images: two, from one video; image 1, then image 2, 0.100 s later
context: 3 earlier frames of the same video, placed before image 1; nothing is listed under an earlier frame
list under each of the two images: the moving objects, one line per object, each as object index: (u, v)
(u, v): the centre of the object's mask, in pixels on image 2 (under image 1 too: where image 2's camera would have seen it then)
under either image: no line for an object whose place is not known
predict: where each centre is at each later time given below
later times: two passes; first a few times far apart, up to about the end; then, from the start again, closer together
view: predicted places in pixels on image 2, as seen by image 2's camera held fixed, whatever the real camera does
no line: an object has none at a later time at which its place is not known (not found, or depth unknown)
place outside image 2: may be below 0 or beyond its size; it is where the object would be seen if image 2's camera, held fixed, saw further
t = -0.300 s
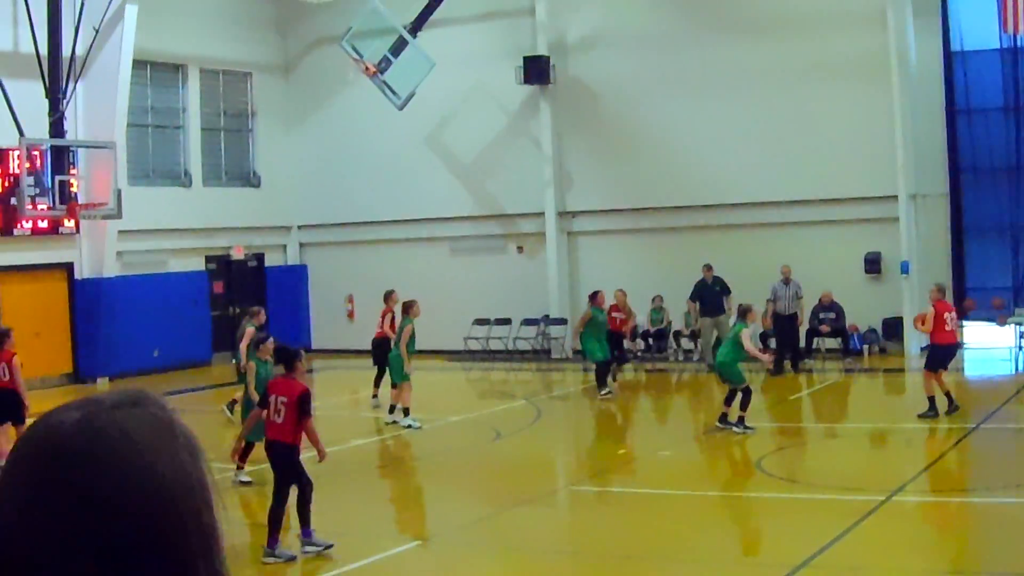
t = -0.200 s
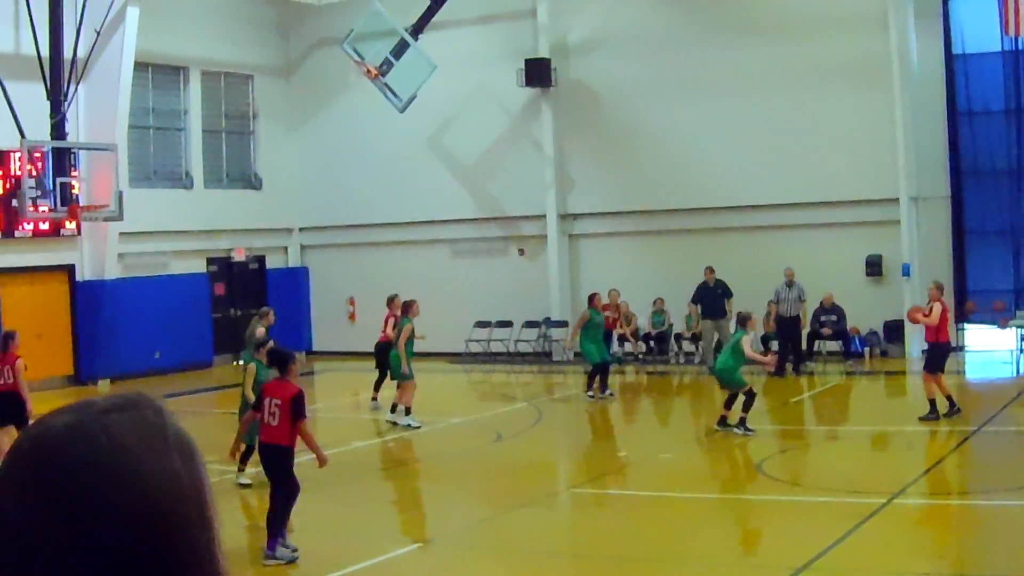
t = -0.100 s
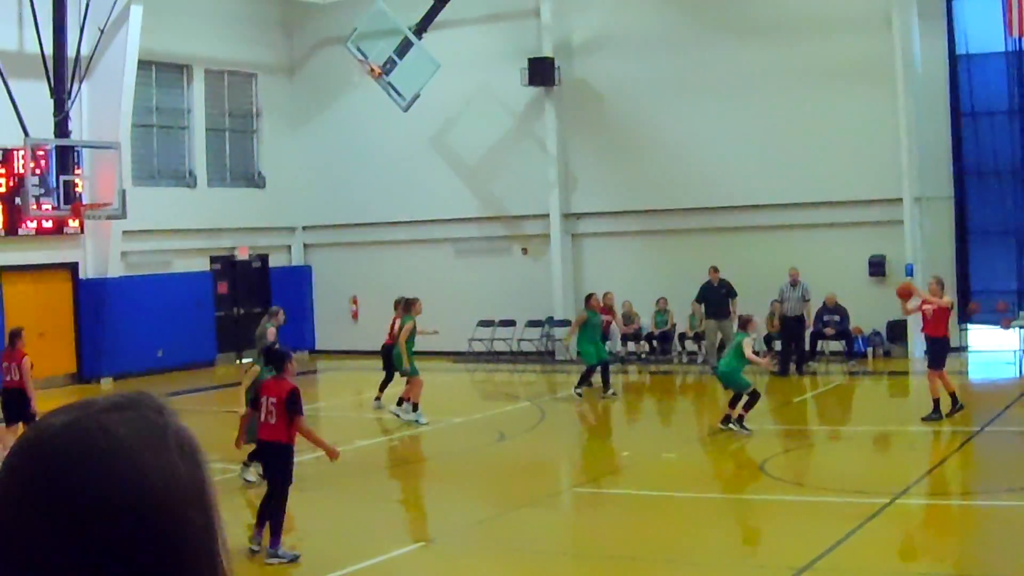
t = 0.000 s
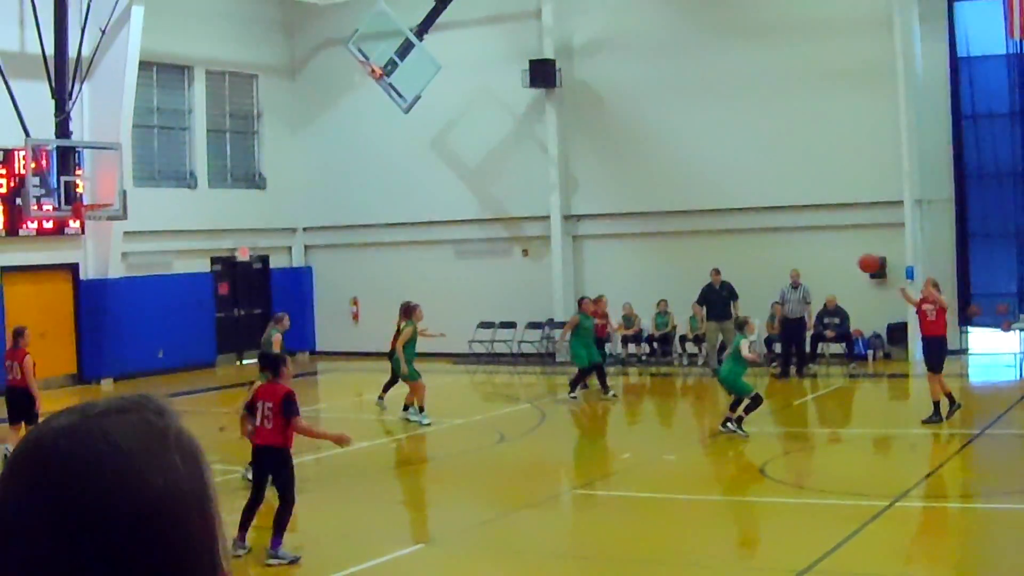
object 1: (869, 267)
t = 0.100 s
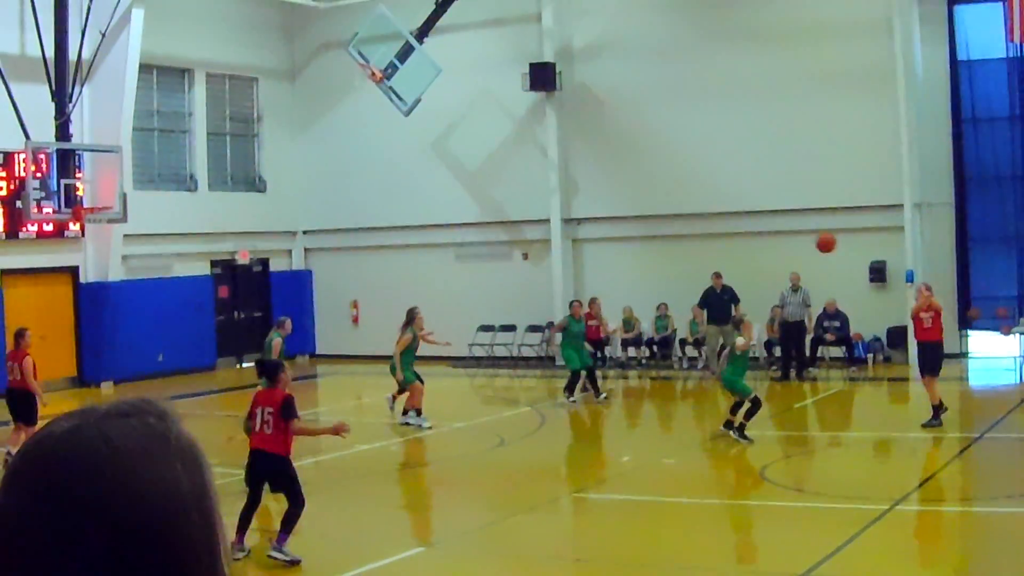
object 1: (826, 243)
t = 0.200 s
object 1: (781, 226)
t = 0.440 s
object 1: (656, 220)
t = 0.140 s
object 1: (808, 236)
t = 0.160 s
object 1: (799, 233)
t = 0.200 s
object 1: (781, 226)
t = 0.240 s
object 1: (762, 222)
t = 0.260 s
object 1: (752, 221)
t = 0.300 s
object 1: (732, 218)
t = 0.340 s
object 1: (711, 217)
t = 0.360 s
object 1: (701, 216)
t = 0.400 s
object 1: (679, 218)
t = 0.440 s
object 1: (656, 220)
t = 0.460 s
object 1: (645, 222)
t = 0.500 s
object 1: (620, 228)
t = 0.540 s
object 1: (595, 235)
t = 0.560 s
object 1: (581, 239)
